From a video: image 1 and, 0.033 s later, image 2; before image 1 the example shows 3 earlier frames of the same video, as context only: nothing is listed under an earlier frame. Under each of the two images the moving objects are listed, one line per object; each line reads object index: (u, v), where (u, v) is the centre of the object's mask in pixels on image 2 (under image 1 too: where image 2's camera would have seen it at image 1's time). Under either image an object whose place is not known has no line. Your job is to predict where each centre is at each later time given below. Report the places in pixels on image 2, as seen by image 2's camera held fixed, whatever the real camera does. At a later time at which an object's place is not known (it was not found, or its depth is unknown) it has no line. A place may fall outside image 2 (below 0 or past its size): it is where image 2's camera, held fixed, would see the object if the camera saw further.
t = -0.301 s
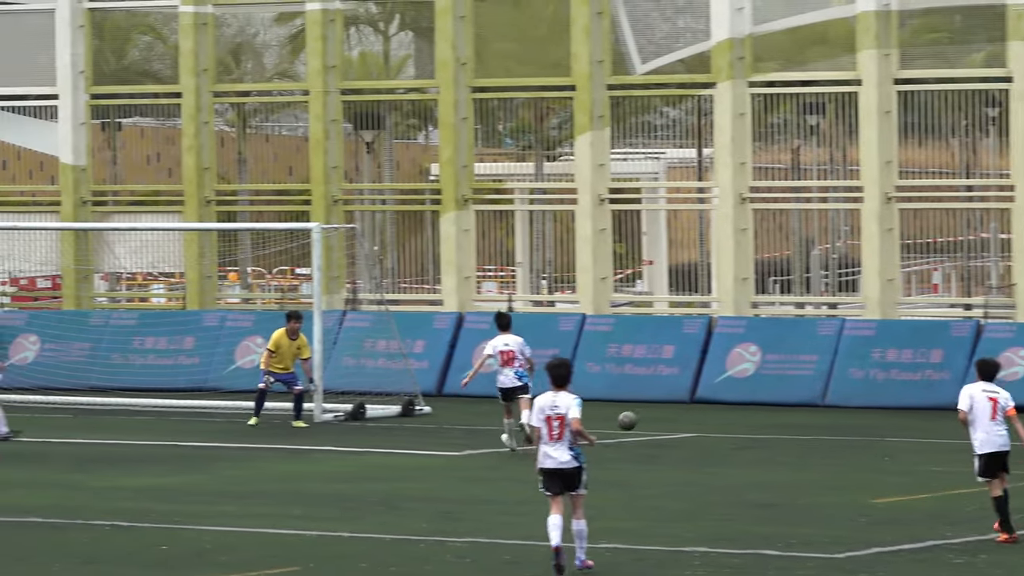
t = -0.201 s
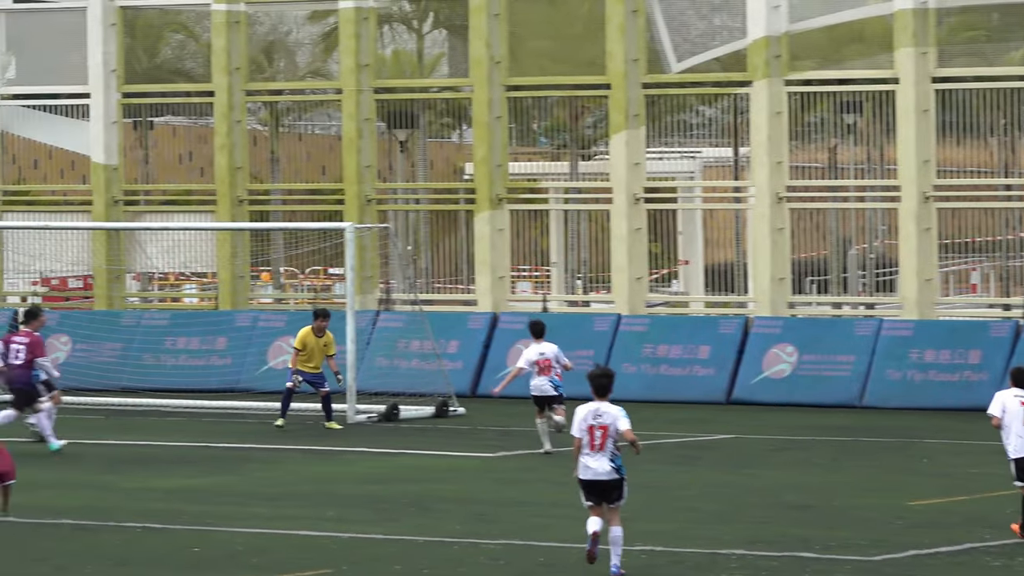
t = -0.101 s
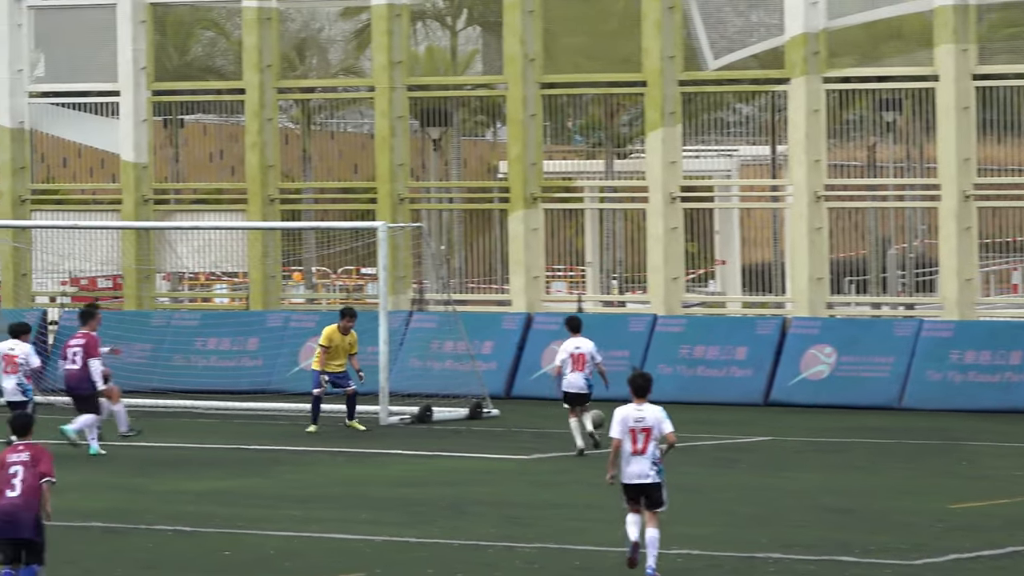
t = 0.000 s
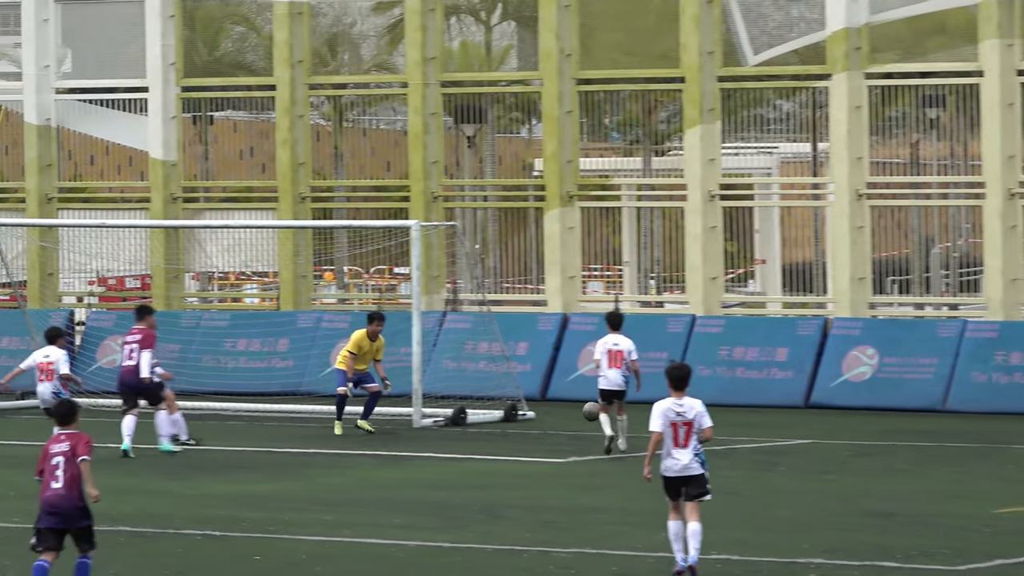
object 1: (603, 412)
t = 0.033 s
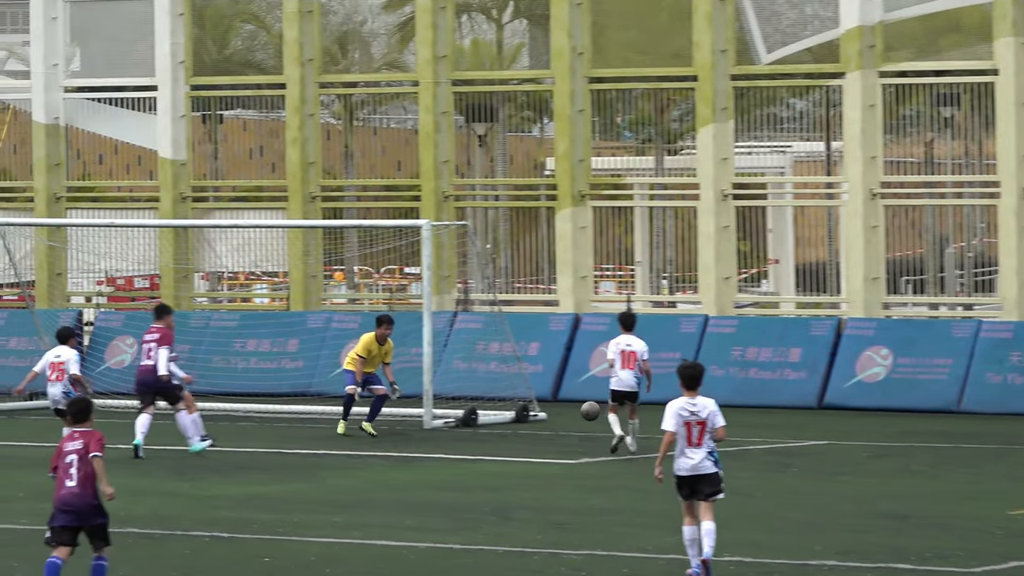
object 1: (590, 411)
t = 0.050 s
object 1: (583, 411)
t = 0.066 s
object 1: (577, 410)
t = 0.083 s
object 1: (570, 411)
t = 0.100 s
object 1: (563, 411)
